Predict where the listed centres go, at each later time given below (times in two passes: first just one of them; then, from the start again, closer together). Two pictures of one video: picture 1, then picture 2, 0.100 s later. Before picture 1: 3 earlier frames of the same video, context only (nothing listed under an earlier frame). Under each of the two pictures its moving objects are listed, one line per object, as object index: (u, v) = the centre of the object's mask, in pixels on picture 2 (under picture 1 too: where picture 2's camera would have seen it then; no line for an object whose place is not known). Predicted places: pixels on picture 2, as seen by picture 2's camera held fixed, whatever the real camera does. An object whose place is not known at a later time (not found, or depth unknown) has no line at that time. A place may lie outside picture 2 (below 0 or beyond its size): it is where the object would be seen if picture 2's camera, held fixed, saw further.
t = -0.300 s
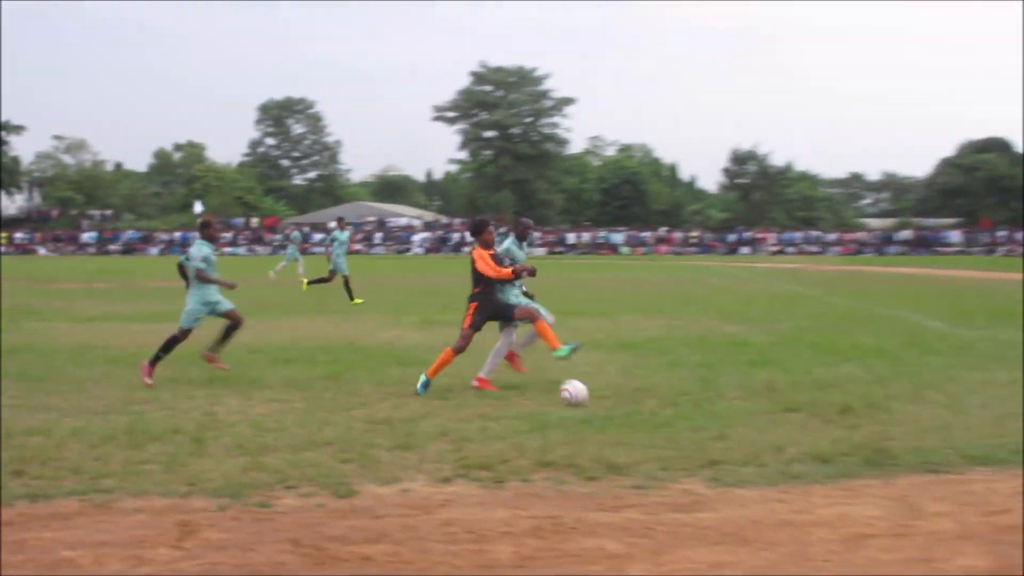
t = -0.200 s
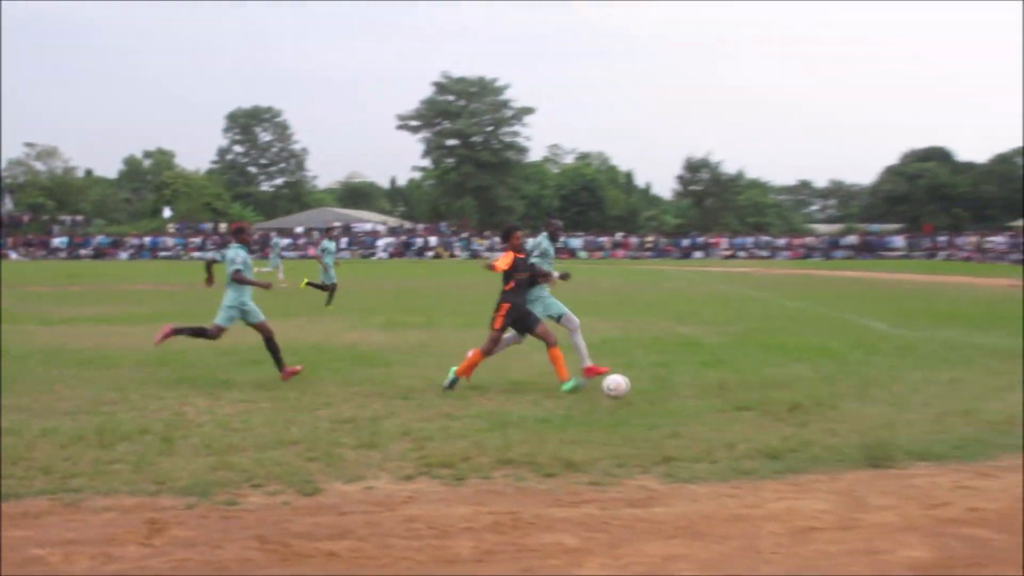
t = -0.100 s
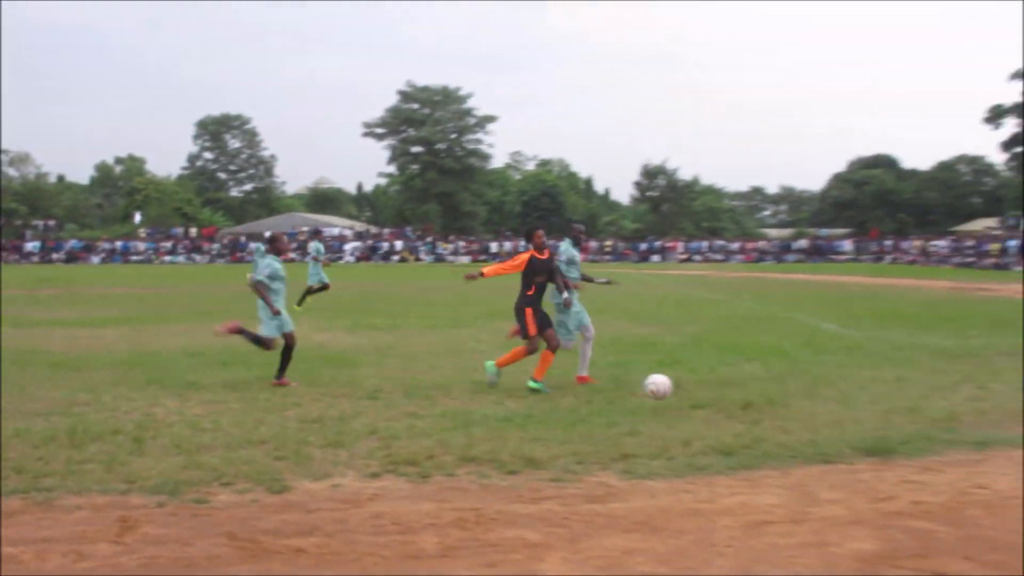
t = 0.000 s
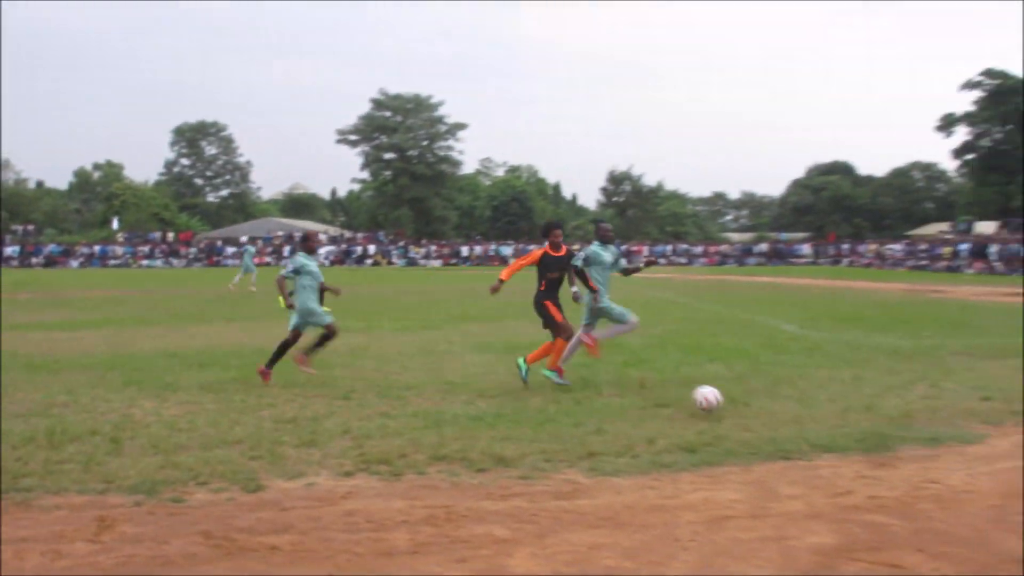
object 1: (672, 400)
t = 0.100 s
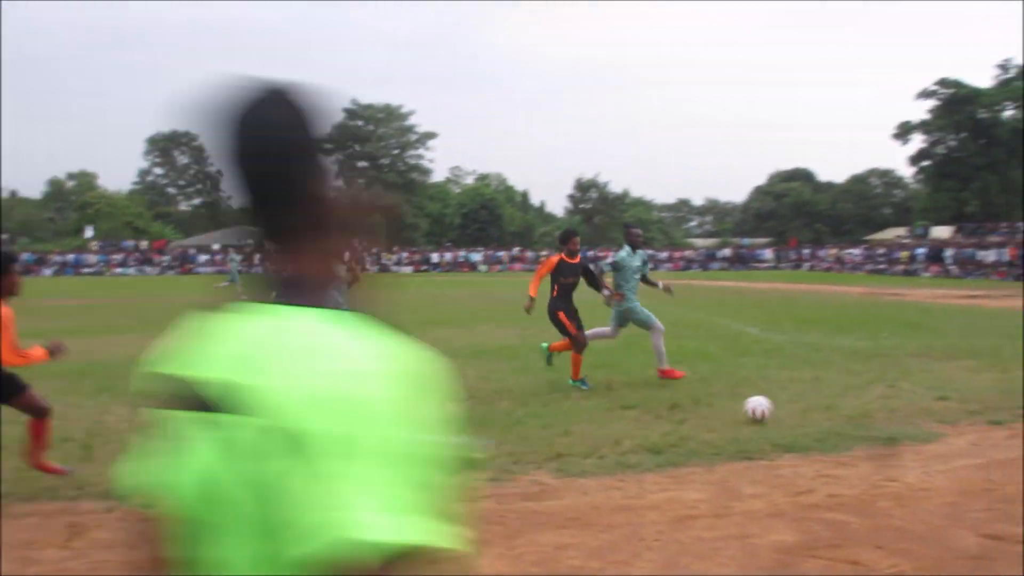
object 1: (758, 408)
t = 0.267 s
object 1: (916, 411)
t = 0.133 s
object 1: (788, 406)
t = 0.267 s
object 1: (916, 411)
